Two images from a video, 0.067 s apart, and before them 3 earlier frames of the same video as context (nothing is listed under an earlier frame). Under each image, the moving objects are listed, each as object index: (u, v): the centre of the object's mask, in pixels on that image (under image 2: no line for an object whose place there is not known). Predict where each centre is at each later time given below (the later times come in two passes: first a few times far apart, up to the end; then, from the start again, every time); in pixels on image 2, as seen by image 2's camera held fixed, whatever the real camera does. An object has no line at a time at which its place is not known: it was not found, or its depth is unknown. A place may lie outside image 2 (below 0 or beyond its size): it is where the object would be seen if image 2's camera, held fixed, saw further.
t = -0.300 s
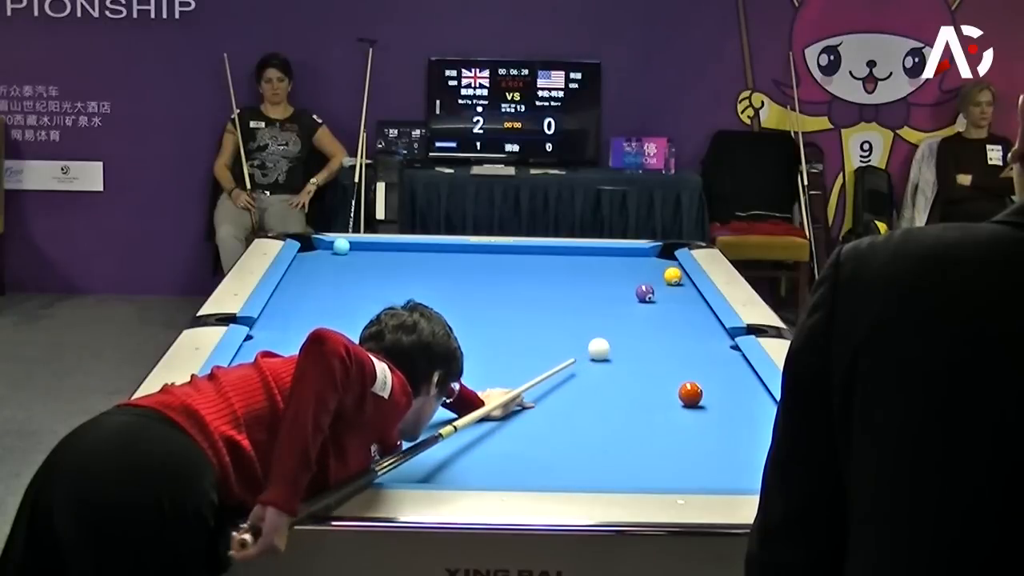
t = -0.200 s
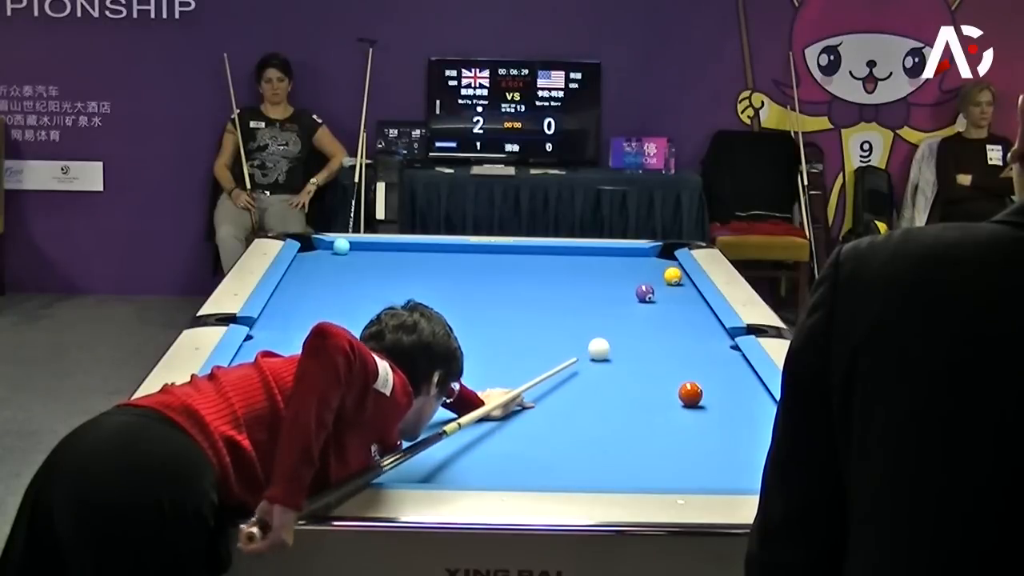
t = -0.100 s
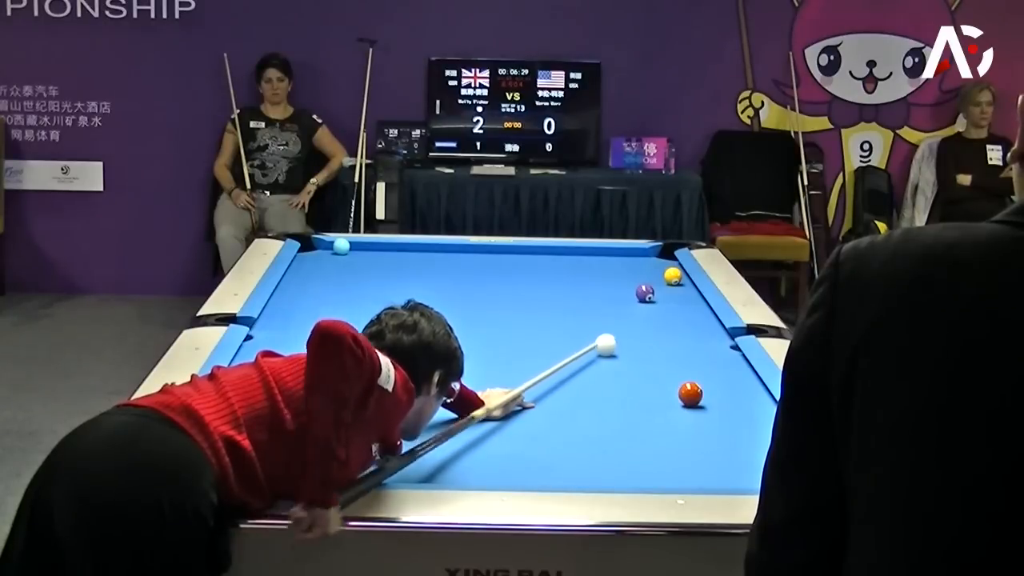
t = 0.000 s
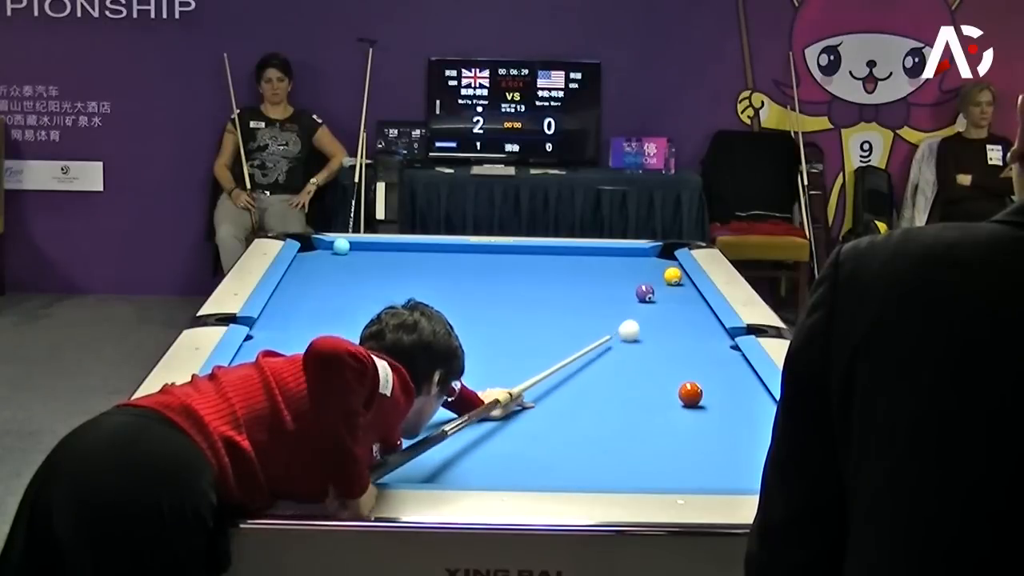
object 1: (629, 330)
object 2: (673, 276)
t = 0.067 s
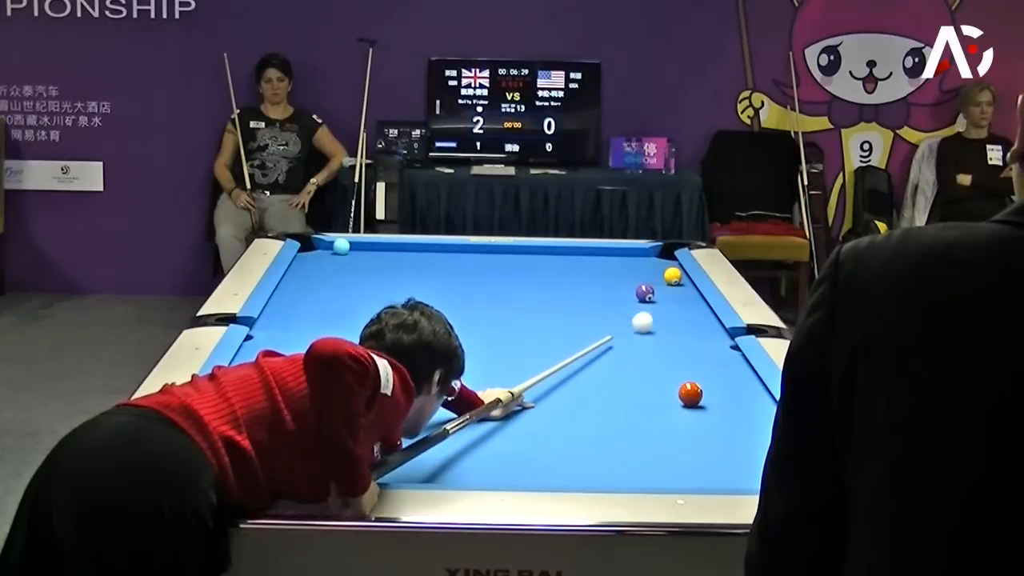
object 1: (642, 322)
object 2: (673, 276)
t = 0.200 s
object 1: (665, 308)
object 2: (673, 275)
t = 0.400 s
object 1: (686, 290)
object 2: (672, 275)
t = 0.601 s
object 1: (642, 275)
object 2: (675, 273)
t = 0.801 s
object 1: (592, 265)
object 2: (657, 268)
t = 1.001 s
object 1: (546, 256)
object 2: (640, 264)
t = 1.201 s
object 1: (503, 248)
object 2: (624, 260)
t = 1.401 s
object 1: (455, 251)
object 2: (610, 256)
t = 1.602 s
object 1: (407, 254)
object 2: (596, 253)
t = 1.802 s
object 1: (359, 257)
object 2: (583, 250)
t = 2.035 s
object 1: (304, 260)
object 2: (575, 251)
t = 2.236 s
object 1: (324, 266)
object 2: (569, 252)
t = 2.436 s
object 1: (344, 272)
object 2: (562, 253)
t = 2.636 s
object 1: (365, 277)
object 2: (556, 255)
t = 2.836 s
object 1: (385, 283)
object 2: (551, 255)
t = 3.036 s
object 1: (406, 289)
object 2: (546, 256)
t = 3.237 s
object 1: (426, 295)
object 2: (542, 257)
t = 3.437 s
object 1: (447, 301)
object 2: (538, 258)
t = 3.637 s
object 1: (467, 306)
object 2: (536, 258)
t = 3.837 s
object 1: (487, 312)
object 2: (533, 259)
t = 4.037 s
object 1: (507, 318)
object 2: (532, 259)
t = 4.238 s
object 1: (527, 323)
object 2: (531, 259)
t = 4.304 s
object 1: (534, 325)
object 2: (530, 259)
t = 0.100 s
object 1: (649, 318)
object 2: (673, 276)
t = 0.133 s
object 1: (654, 315)
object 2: (673, 276)
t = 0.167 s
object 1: (660, 311)
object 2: (673, 276)
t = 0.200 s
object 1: (665, 308)
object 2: (673, 275)
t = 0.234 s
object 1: (670, 305)
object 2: (673, 276)
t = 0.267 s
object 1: (675, 301)
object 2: (673, 276)
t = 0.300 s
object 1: (681, 299)
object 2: (673, 276)
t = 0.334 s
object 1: (685, 295)
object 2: (673, 276)
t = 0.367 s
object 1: (690, 292)
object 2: (673, 276)
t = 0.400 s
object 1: (686, 290)
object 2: (672, 275)
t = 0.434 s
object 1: (680, 287)
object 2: (672, 274)
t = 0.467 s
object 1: (674, 283)
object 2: (672, 272)
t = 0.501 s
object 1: (668, 281)
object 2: (675, 272)
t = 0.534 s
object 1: (660, 278)
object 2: (675, 275)
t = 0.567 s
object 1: (651, 276)
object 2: (678, 273)
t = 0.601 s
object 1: (642, 275)
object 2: (675, 273)
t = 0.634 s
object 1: (633, 273)
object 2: (672, 272)
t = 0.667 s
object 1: (625, 272)
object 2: (669, 271)
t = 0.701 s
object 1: (616, 270)
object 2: (666, 270)
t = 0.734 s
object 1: (608, 268)
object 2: (663, 270)
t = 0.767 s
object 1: (600, 267)
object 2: (660, 269)
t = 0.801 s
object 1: (592, 265)
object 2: (657, 268)
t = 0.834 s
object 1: (584, 264)
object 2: (654, 267)
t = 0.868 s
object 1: (576, 262)
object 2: (651, 267)
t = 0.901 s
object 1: (569, 261)
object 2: (648, 266)
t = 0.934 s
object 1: (561, 259)
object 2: (645, 265)
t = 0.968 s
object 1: (554, 257)
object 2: (643, 265)
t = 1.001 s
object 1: (546, 256)
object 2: (640, 264)
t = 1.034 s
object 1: (539, 254)
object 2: (637, 263)
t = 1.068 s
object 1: (531, 253)
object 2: (635, 263)
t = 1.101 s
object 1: (524, 251)
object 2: (632, 262)
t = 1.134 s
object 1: (517, 250)
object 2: (629, 261)
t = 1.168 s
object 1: (510, 249)
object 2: (627, 261)
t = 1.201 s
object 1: (503, 248)
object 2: (624, 260)
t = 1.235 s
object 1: (495, 249)
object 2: (622, 259)
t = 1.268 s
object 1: (487, 249)
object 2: (619, 259)
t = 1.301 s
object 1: (479, 250)
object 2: (617, 258)
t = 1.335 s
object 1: (471, 250)
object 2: (615, 258)
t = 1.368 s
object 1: (463, 251)
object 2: (612, 257)
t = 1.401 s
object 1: (455, 251)
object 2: (610, 256)
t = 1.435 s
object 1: (447, 252)
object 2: (607, 256)
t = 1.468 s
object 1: (439, 252)
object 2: (605, 255)
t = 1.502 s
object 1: (431, 253)
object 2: (603, 255)
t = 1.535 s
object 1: (423, 253)
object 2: (600, 254)
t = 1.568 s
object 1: (415, 253)
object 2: (598, 253)
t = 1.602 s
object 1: (407, 254)
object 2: (596, 253)
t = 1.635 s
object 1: (399, 254)
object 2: (594, 252)
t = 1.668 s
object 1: (391, 255)
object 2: (592, 252)
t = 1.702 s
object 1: (383, 255)
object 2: (590, 251)
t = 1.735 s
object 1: (375, 256)
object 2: (587, 251)
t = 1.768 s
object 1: (367, 256)
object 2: (585, 250)
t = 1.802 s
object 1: (359, 257)
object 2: (583, 250)
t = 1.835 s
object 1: (351, 257)
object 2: (582, 250)
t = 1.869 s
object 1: (344, 258)
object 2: (581, 250)
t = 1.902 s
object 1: (336, 258)
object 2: (580, 250)
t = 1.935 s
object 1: (328, 258)
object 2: (579, 250)
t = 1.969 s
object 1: (320, 259)
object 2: (578, 250)
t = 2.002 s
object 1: (312, 259)
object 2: (577, 251)
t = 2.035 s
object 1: (304, 260)
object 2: (575, 251)
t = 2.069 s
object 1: (304, 261)
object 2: (574, 251)
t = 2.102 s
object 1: (309, 262)
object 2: (573, 252)
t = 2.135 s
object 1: (313, 263)
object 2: (572, 252)
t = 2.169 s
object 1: (317, 264)
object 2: (571, 252)
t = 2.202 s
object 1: (321, 265)
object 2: (570, 252)
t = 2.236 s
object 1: (324, 266)
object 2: (569, 252)
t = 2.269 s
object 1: (327, 267)
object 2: (567, 252)
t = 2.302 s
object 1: (329, 266)
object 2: (566, 253)
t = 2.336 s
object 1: (339, 271)
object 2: (565, 253)
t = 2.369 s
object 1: (339, 270)
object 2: (564, 253)
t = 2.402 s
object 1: (341, 271)
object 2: (563, 253)
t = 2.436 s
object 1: (344, 272)
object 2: (562, 253)
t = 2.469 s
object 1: (348, 273)
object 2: (561, 254)
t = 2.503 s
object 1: (351, 274)
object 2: (560, 254)
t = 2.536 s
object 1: (355, 274)
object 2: (559, 254)
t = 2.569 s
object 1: (358, 275)
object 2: (558, 254)
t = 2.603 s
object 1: (361, 276)
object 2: (557, 255)
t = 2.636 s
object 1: (365, 277)
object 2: (556, 255)
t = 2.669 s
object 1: (368, 278)
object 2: (555, 255)
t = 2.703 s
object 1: (371, 279)
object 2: (554, 255)
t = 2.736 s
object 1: (375, 280)
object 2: (554, 255)
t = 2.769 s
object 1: (378, 281)
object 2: (552, 255)
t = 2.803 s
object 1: (382, 282)
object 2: (552, 255)
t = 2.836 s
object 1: (385, 283)
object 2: (551, 255)
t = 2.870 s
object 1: (388, 284)
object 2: (550, 256)
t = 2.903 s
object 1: (392, 285)
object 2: (549, 256)
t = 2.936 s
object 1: (395, 286)
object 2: (548, 256)
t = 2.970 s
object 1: (399, 287)
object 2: (548, 256)
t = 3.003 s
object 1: (402, 288)
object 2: (547, 256)
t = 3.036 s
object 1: (406, 289)
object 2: (546, 256)
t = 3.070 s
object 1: (409, 290)
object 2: (546, 257)
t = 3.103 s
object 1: (412, 291)
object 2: (545, 257)
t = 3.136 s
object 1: (415, 292)
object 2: (544, 257)
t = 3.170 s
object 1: (419, 293)
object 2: (543, 257)
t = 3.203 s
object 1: (423, 294)
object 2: (543, 257)
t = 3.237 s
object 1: (426, 295)
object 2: (542, 257)
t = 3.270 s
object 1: (429, 295)
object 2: (541, 257)
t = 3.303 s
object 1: (433, 297)
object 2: (541, 257)
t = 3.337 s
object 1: (436, 298)
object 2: (540, 257)
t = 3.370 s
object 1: (440, 299)
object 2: (540, 258)
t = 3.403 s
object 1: (443, 299)
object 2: (539, 258)
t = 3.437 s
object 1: (447, 301)
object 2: (538, 258)
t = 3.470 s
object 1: (450, 301)
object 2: (538, 258)
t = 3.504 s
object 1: (453, 302)
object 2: (538, 258)
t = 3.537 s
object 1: (457, 303)
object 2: (537, 258)
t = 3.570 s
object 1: (460, 304)
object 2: (536, 258)
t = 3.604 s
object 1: (463, 305)
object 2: (536, 258)
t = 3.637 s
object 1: (467, 306)
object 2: (536, 258)
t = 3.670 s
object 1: (470, 307)
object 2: (535, 258)
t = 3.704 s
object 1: (474, 308)
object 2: (535, 259)
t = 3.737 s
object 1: (477, 309)
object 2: (535, 259)
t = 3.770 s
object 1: (480, 310)
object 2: (534, 259)
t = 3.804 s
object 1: (484, 311)
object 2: (534, 259)
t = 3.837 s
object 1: (487, 312)
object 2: (533, 259)
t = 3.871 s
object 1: (490, 313)
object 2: (533, 259)
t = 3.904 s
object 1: (494, 314)
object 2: (533, 259)
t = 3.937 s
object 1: (497, 315)
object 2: (533, 259)
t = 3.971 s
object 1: (500, 316)
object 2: (532, 259)
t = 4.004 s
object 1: (504, 317)
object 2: (532, 259)
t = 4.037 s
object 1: (507, 318)
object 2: (532, 259)
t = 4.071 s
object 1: (510, 319)
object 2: (532, 259)
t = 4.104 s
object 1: (514, 320)
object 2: (532, 259)
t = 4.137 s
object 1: (517, 321)
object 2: (531, 259)
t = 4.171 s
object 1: (520, 321)
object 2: (531, 259)
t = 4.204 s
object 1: (524, 323)
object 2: (531, 259)
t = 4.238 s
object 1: (527, 323)
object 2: (531, 259)
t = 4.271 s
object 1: (530, 324)
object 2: (530, 259)
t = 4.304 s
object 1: (534, 325)
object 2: (530, 259)
